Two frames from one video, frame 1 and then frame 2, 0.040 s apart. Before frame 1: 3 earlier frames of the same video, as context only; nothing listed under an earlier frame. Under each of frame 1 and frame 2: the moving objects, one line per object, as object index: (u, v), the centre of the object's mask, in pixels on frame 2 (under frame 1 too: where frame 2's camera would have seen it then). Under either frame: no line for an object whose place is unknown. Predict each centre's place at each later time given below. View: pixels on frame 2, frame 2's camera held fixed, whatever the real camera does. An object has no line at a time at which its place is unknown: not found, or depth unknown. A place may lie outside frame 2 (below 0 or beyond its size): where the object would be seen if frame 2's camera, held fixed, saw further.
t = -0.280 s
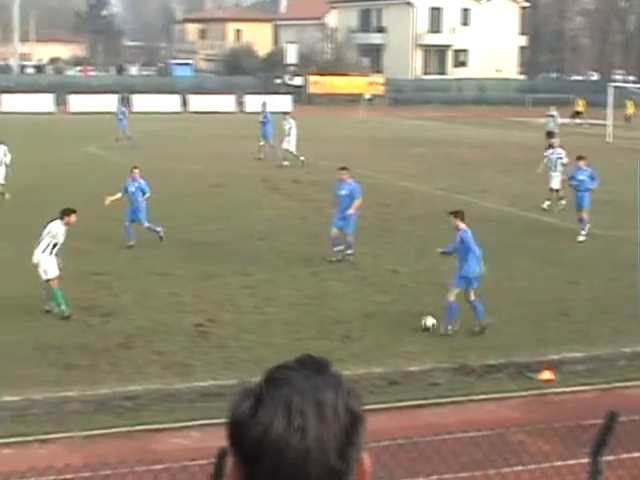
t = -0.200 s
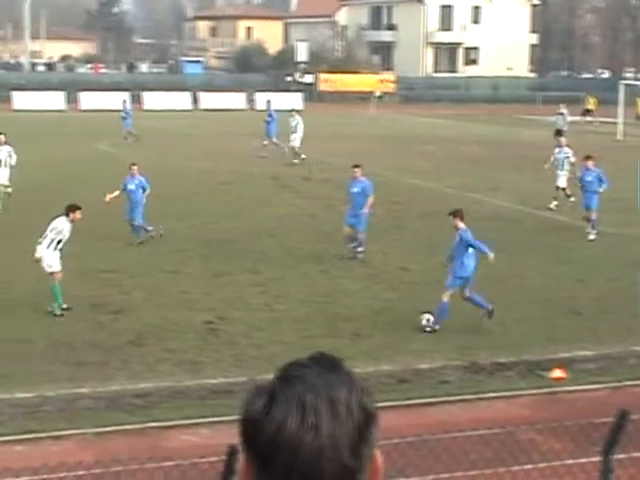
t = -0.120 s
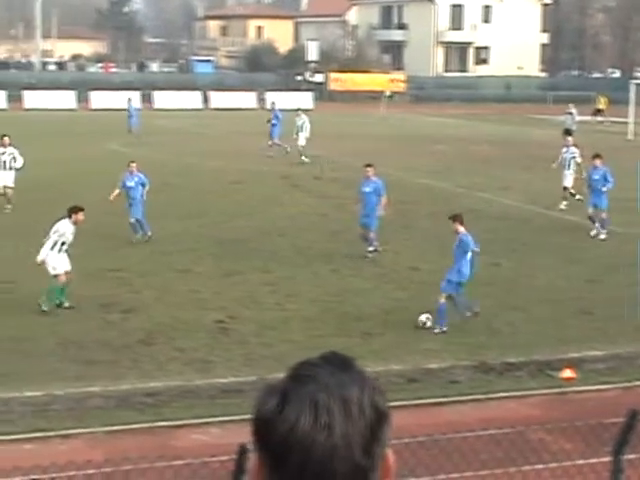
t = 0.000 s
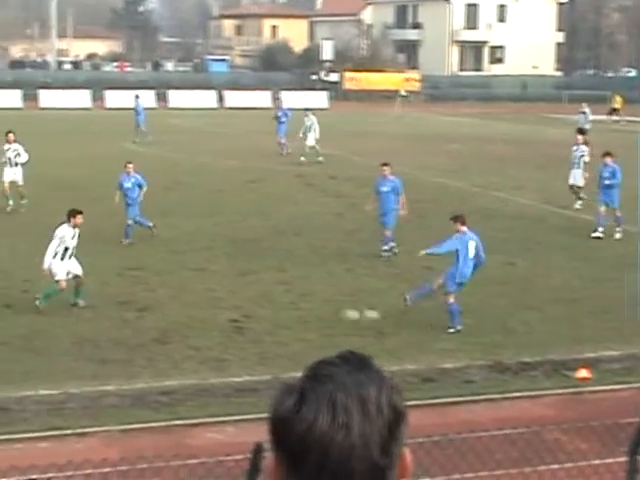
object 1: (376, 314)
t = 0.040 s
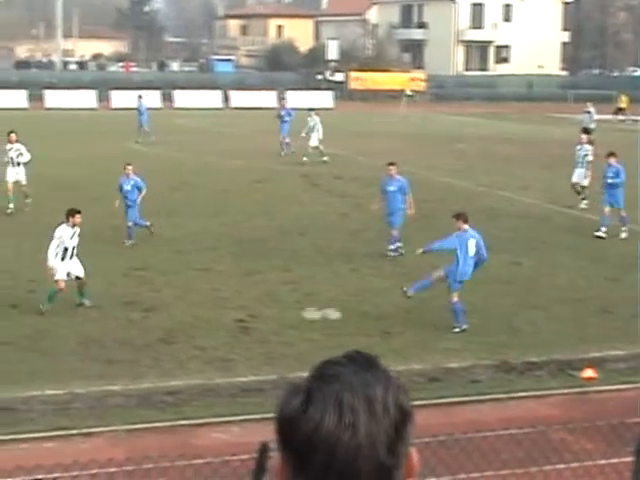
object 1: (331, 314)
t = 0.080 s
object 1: (284, 313)
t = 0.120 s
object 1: (237, 315)
